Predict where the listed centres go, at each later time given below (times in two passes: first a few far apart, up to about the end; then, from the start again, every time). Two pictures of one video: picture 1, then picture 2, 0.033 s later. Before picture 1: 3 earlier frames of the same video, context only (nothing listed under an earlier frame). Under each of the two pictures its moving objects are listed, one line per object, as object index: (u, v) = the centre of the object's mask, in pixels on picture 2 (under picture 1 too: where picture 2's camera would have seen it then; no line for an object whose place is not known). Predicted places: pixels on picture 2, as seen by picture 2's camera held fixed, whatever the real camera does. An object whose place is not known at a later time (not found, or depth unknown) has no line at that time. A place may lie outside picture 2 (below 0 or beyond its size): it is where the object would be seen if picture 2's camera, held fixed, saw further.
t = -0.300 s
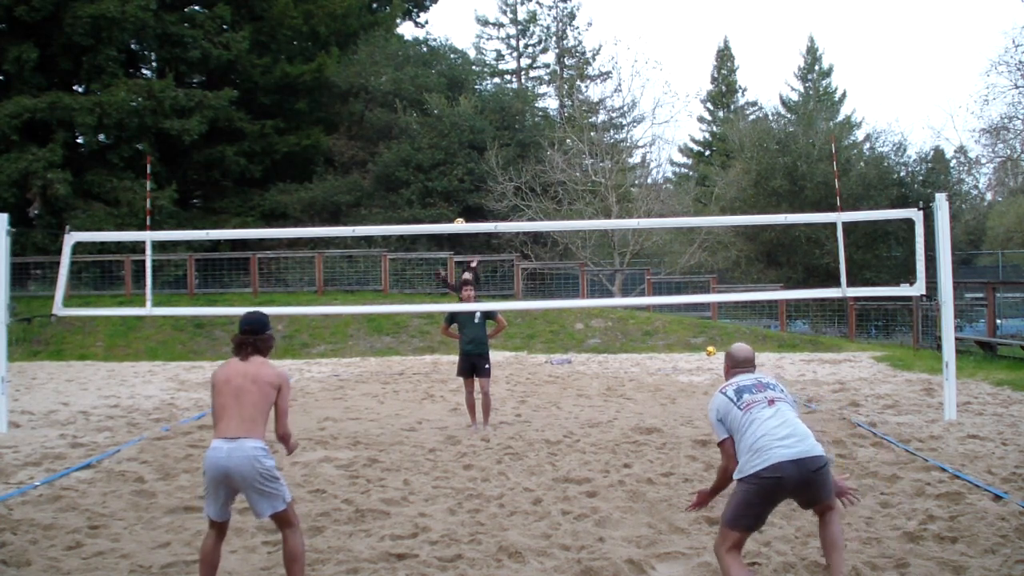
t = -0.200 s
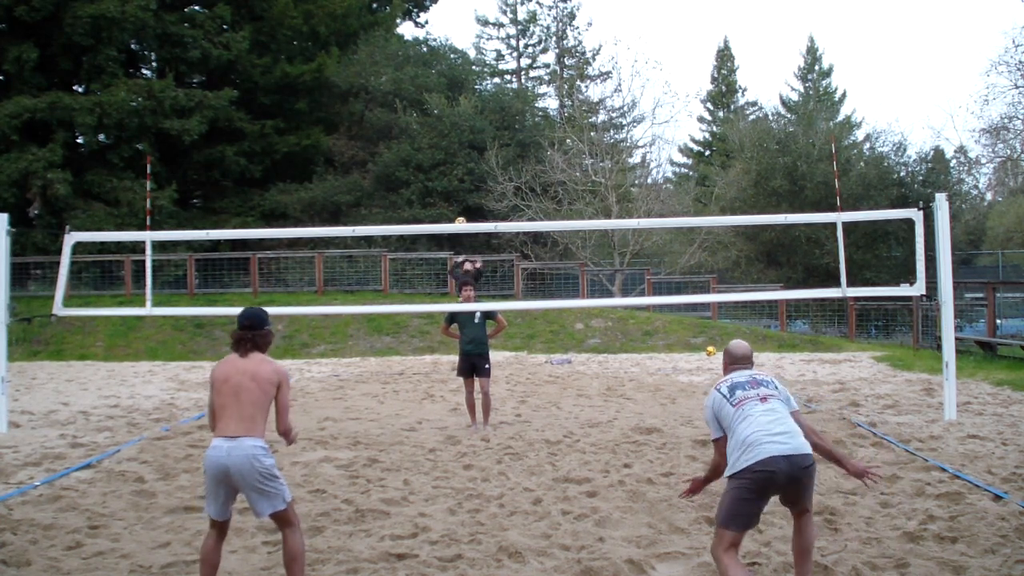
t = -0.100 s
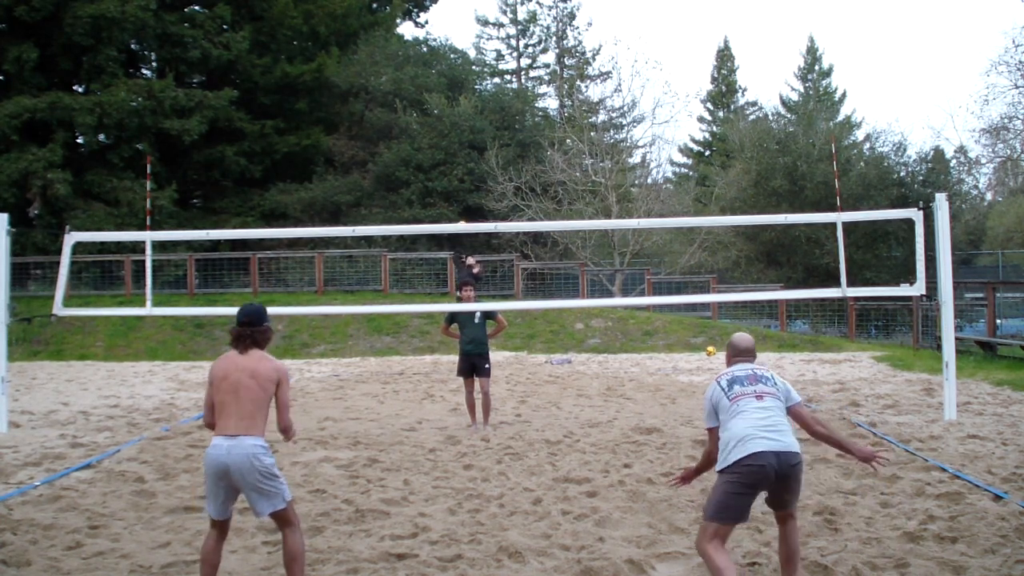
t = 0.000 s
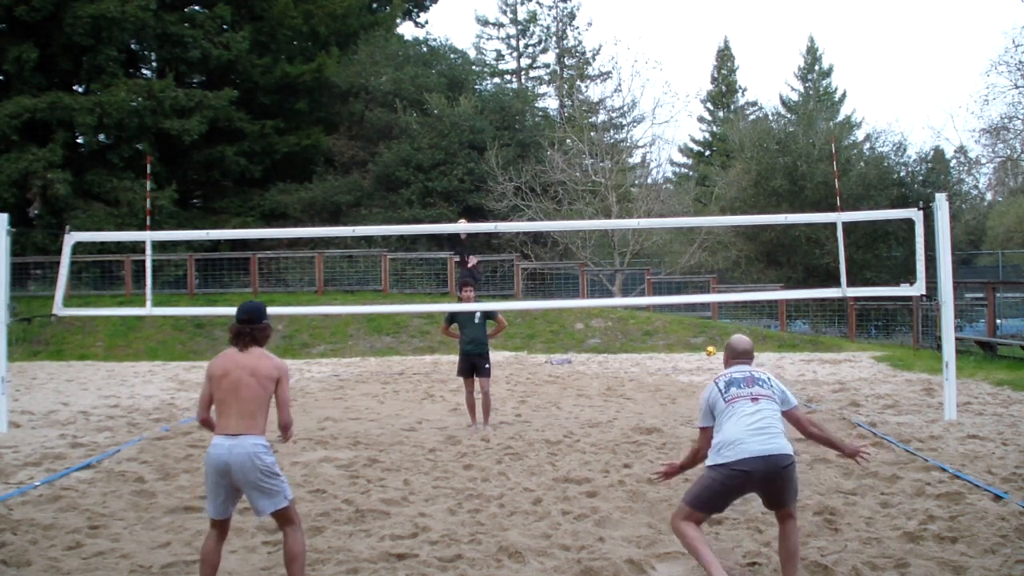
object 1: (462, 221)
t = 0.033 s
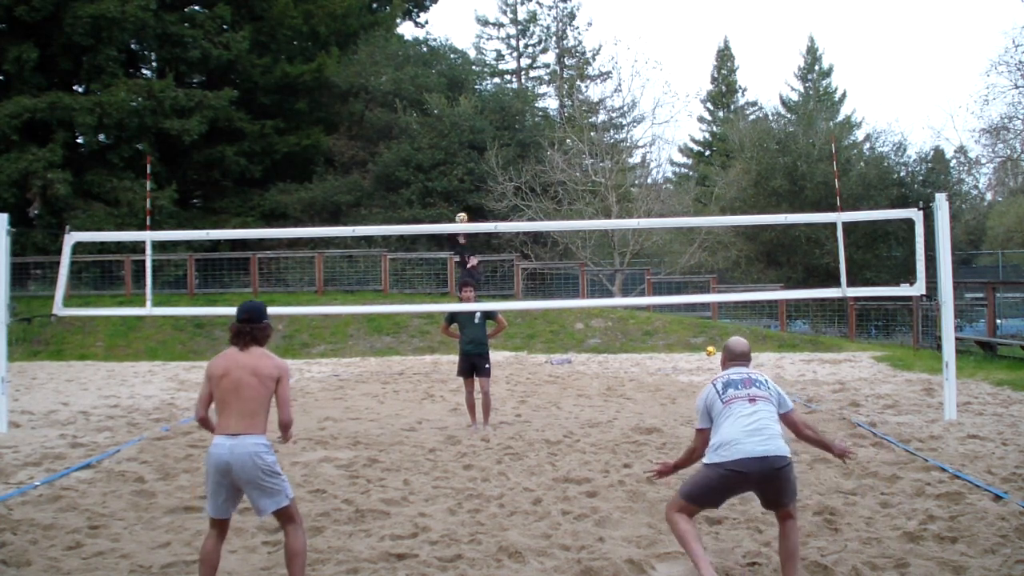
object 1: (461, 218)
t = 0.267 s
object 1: (455, 185)
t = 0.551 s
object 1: (454, 178)
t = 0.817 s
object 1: (462, 239)
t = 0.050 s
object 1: (461, 215)
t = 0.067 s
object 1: (460, 212)
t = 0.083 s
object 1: (460, 209)
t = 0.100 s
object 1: (459, 207)
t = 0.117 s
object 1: (459, 204)
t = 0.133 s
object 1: (458, 201)
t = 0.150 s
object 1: (458, 199)
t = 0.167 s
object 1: (457, 196)
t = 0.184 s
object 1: (456, 194)
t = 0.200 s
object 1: (456, 192)
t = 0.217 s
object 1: (456, 190)
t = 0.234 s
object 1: (455, 188)
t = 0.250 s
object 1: (455, 186)
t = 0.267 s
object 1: (455, 185)
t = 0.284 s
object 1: (454, 183)
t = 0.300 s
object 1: (453, 182)
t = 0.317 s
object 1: (453, 180)
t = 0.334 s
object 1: (453, 179)
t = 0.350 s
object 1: (453, 178)
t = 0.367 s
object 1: (453, 177)
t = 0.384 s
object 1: (453, 177)
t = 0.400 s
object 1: (453, 176)
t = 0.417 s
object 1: (453, 175)
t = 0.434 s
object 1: (453, 175)
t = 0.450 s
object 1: (453, 175)
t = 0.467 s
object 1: (453, 175)
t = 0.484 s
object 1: (453, 175)
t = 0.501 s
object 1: (453, 175)
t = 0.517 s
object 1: (454, 176)
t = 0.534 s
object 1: (454, 177)
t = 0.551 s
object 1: (454, 178)
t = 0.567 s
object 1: (454, 179)
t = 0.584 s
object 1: (455, 181)
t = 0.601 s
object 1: (455, 183)
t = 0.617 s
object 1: (455, 185)
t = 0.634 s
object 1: (456, 188)
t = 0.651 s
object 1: (456, 191)
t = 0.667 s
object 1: (456, 194)
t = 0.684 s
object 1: (457, 197)
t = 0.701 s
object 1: (457, 201)
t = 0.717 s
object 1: (458, 206)
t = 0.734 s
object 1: (458, 210)
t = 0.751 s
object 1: (459, 214)
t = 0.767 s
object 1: (459, 220)
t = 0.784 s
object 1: (460, 226)
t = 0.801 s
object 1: (461, 233)
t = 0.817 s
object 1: (462, 239)
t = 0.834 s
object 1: (462, 245)
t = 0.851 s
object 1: (463, 254)
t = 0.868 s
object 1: (464, 261)
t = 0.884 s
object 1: (464, 270)
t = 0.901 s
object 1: (465, 279)
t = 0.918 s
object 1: (466, 289)
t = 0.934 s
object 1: (467, 300)
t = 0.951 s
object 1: (468, 312)
